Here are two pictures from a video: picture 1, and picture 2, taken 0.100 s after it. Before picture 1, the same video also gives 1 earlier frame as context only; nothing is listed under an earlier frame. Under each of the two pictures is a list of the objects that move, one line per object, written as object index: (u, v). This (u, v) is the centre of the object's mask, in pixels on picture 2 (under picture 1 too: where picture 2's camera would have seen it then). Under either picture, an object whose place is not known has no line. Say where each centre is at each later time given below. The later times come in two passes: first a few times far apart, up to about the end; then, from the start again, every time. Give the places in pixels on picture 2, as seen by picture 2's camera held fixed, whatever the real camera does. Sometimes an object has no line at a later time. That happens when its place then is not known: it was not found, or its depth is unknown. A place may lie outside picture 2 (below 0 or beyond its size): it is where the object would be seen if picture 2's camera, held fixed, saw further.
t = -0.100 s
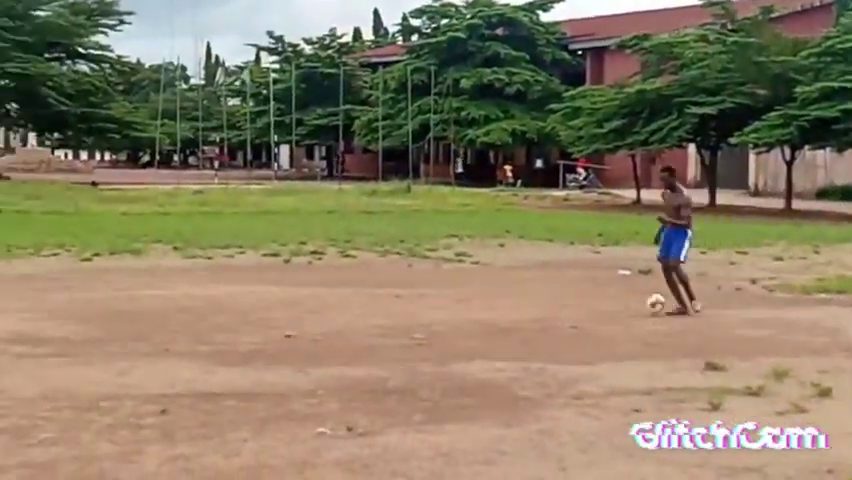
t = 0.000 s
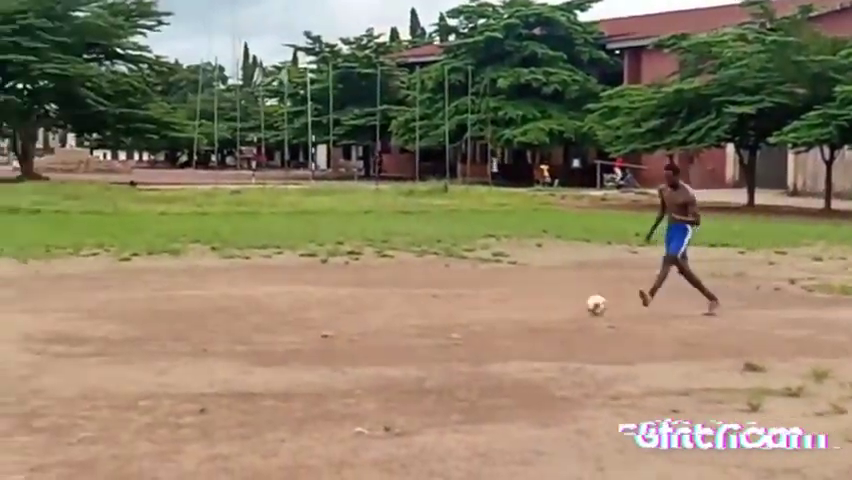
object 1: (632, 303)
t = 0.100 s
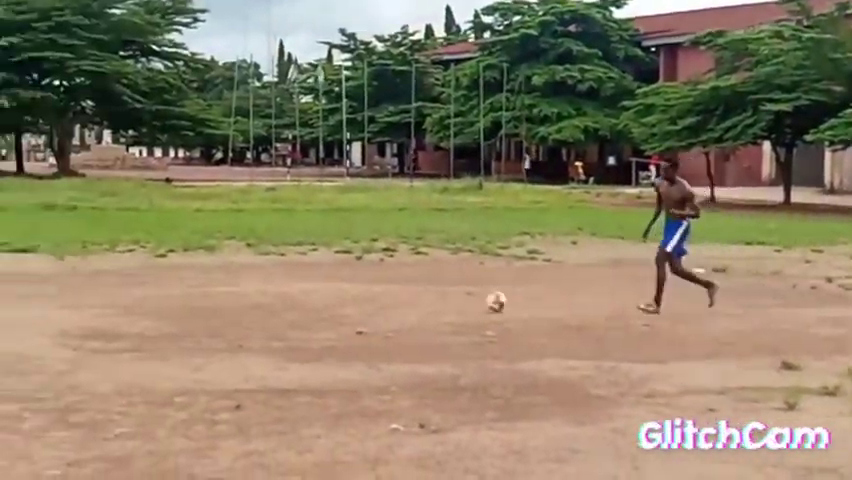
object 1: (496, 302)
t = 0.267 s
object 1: (290, 301)
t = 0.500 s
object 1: (42, 292)
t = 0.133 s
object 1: (453, 300)
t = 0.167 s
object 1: (410, 301)
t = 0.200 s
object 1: (368, 301)
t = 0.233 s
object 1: (330, 300)
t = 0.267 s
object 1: (290, 301)
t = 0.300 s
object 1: (251, 299)
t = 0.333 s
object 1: (215, 297)
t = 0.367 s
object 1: (178, 297)
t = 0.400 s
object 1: (141, 298)
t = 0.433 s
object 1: (107, 297)
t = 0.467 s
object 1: (75, 293)
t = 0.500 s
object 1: (42, 292)
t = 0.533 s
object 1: (10, 292)
